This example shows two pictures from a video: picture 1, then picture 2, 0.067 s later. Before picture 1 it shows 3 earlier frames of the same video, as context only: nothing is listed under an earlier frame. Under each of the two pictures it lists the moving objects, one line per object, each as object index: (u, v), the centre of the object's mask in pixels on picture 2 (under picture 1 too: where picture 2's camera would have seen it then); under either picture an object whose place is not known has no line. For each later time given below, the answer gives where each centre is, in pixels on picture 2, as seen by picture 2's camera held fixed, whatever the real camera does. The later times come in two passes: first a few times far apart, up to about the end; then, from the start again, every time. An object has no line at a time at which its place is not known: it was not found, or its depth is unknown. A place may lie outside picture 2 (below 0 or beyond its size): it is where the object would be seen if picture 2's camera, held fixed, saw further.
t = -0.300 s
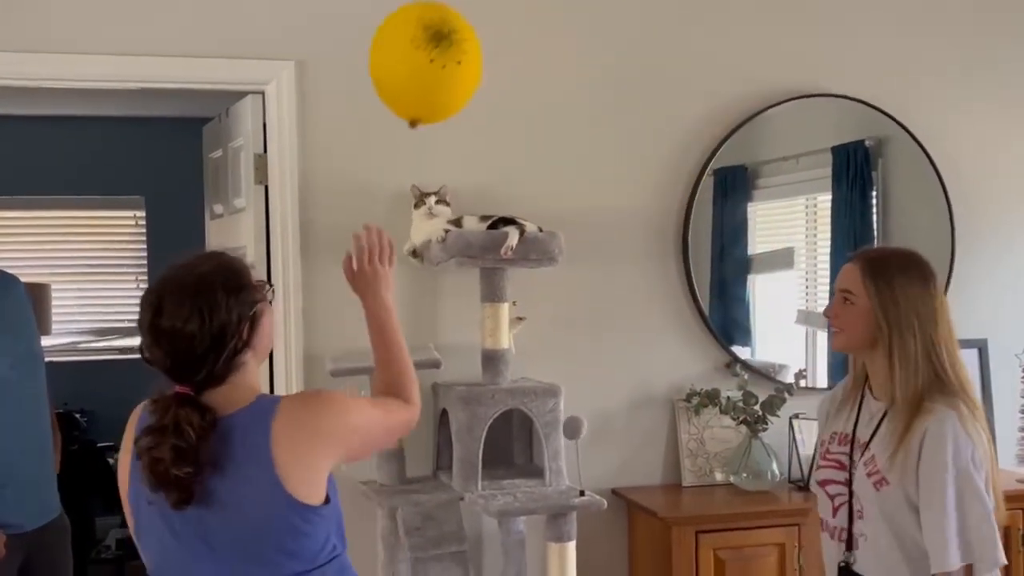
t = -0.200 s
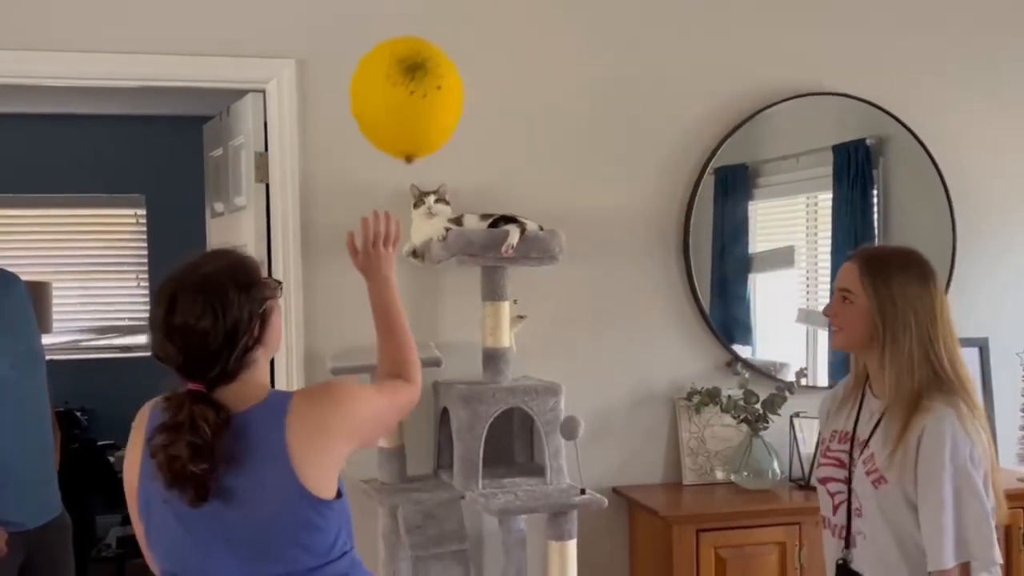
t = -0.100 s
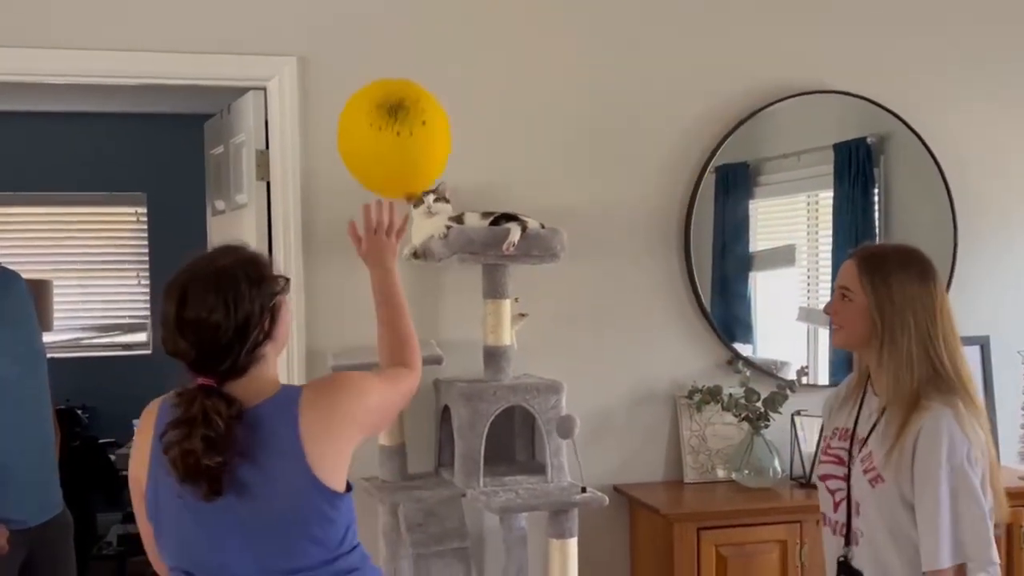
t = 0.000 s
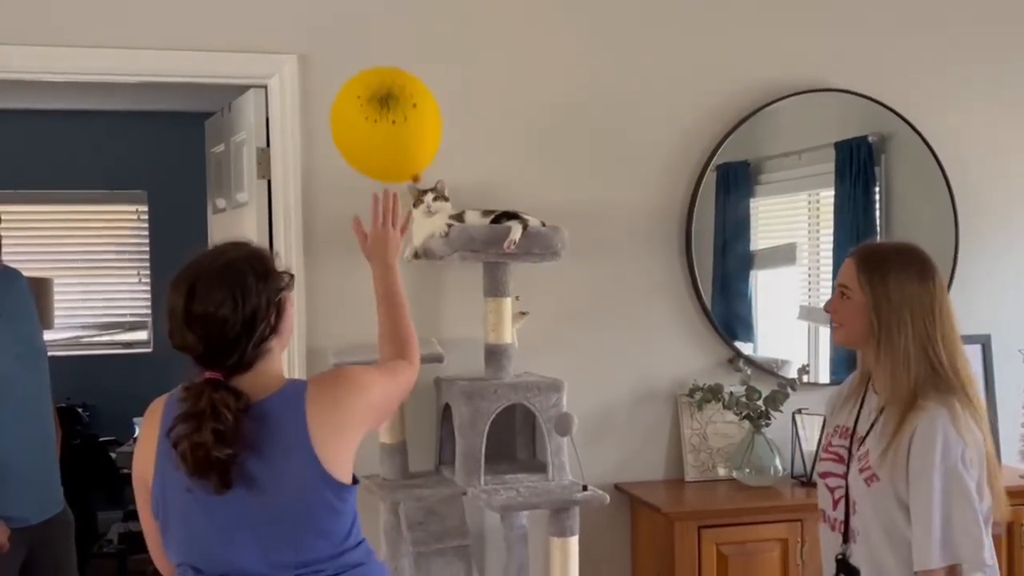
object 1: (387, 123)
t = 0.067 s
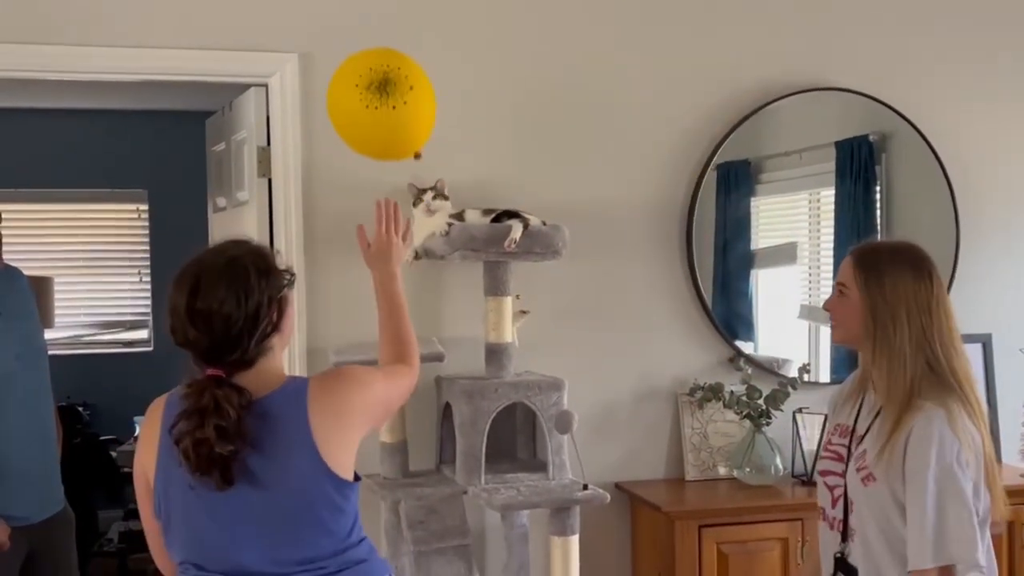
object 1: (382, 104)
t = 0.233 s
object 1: (376, 77)
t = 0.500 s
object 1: (371, 87)
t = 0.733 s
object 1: (367, 142)
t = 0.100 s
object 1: (380, 96)
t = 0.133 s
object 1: (379, 90)
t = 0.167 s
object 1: (378, 85)
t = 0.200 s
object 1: (377, 81)
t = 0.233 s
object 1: (376, 77)
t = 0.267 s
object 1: (375, 75)
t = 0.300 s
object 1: (374, 74)
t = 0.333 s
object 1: (373, 74)
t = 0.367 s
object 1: (373, 74)
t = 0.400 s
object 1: (373, 76)
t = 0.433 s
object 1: (372, 79)
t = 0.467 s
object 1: (372, 83)
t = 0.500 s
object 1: (371, 87)
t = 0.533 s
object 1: (370, 93)
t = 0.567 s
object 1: (370, 99)
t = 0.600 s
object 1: (369, 106)
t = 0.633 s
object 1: (368, 114)
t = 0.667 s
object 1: (368, 123)
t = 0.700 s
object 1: (367, 132)
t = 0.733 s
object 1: (367, 142)
